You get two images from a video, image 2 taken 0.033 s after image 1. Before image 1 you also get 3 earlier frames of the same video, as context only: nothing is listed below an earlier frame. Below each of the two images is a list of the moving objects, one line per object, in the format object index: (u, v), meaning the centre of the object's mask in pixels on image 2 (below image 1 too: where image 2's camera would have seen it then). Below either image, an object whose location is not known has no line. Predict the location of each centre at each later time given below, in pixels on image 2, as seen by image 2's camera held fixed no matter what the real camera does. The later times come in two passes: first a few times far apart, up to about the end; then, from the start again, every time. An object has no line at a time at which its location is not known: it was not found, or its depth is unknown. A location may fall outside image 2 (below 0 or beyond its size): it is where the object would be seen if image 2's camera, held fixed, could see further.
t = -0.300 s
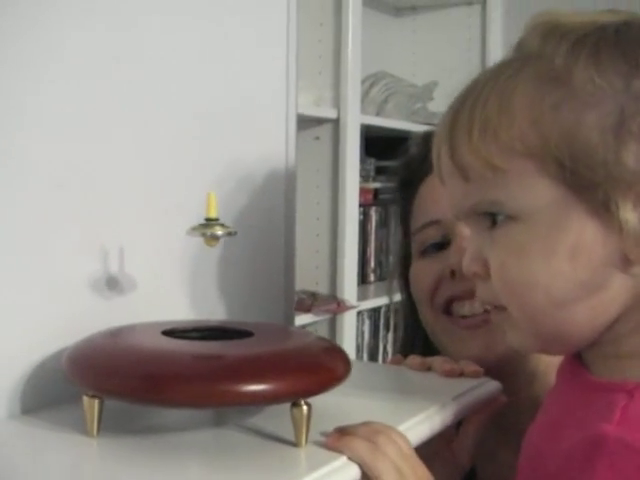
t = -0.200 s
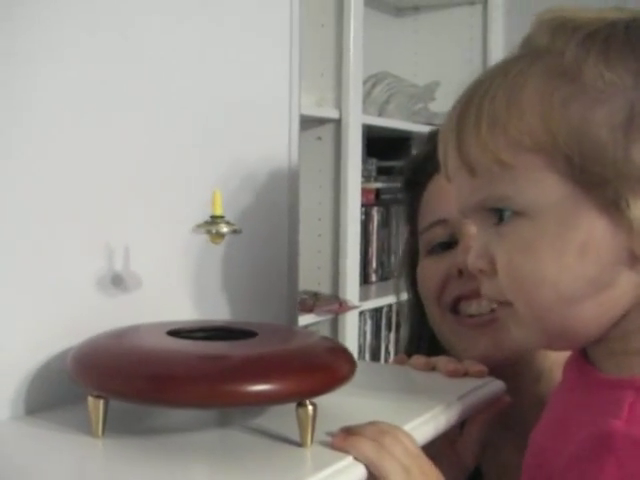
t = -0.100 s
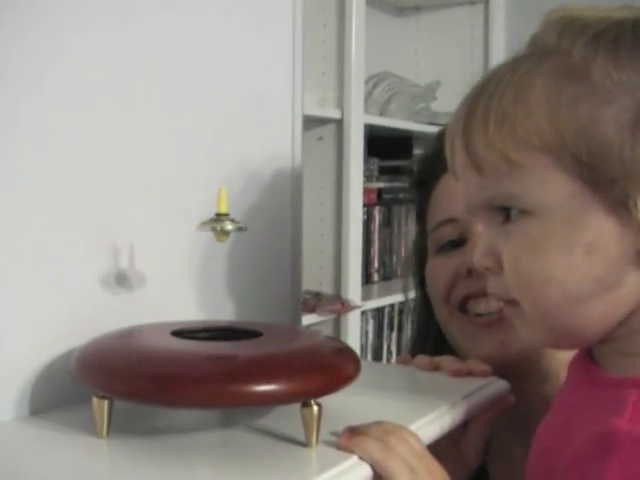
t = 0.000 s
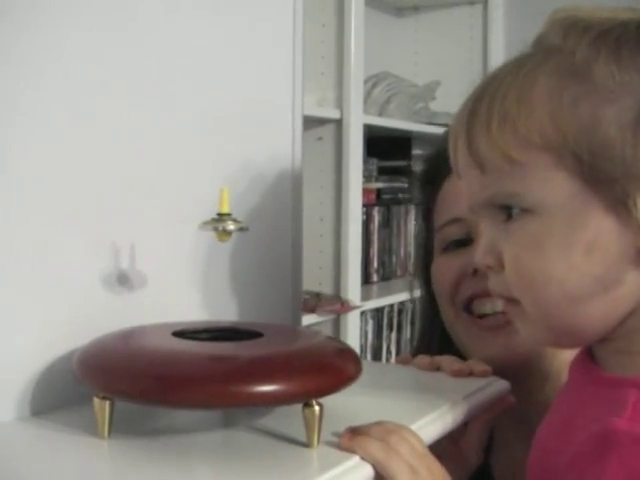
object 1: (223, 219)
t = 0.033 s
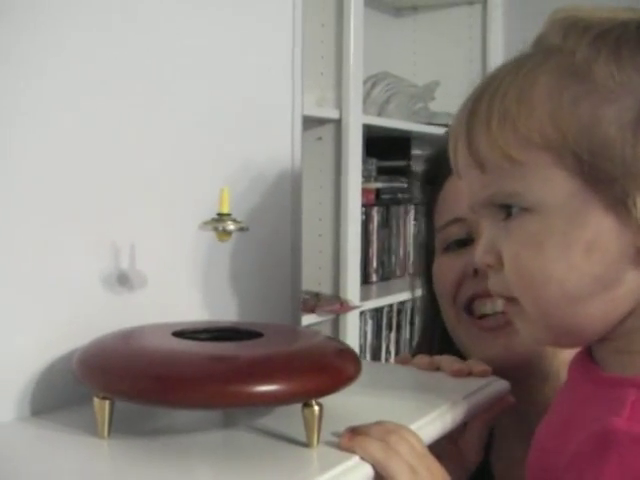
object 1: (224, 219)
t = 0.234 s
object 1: (225, 224)
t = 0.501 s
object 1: (218, 226)
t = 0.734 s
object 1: (213, 223)
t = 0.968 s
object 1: (215, 223)
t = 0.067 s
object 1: (224, 219)
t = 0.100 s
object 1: (224, 220)
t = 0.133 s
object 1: (225, 221)
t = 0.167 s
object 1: (225, 222)
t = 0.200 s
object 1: (225, 222)
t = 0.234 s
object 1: (225, 224)
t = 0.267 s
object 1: (225, 224)
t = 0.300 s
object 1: (224, 224)
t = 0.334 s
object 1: (224, 224)
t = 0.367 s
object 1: (222, 226)
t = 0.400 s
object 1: (221, 226)
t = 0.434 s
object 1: (220, 226)
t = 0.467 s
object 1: (219, 226)
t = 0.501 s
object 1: (218, 226)
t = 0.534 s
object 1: (216, 225)
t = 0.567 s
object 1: (215, 224)
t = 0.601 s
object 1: (214, 225)
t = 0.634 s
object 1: (213, 224)
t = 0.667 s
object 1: (213, 224)
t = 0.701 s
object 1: (213, 223)
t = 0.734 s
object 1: (213, 223)
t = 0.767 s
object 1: (213, 223)
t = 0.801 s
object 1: (213, 223)
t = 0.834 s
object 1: (213, 222)
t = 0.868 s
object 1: (213, 222)
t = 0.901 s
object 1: (214, 222)
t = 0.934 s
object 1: (214, 222)
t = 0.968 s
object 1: (215, 223)
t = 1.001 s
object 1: (216, 223)
